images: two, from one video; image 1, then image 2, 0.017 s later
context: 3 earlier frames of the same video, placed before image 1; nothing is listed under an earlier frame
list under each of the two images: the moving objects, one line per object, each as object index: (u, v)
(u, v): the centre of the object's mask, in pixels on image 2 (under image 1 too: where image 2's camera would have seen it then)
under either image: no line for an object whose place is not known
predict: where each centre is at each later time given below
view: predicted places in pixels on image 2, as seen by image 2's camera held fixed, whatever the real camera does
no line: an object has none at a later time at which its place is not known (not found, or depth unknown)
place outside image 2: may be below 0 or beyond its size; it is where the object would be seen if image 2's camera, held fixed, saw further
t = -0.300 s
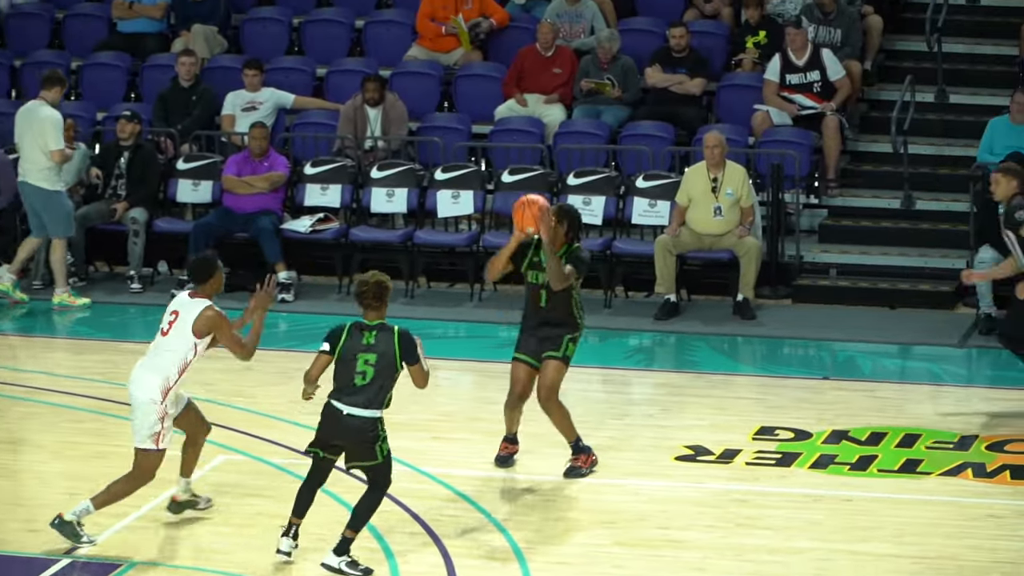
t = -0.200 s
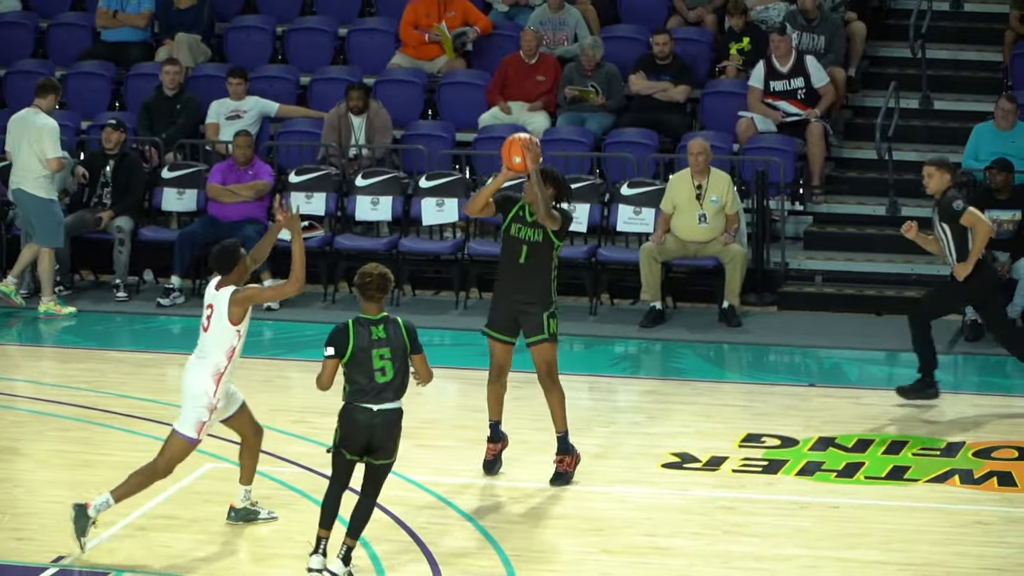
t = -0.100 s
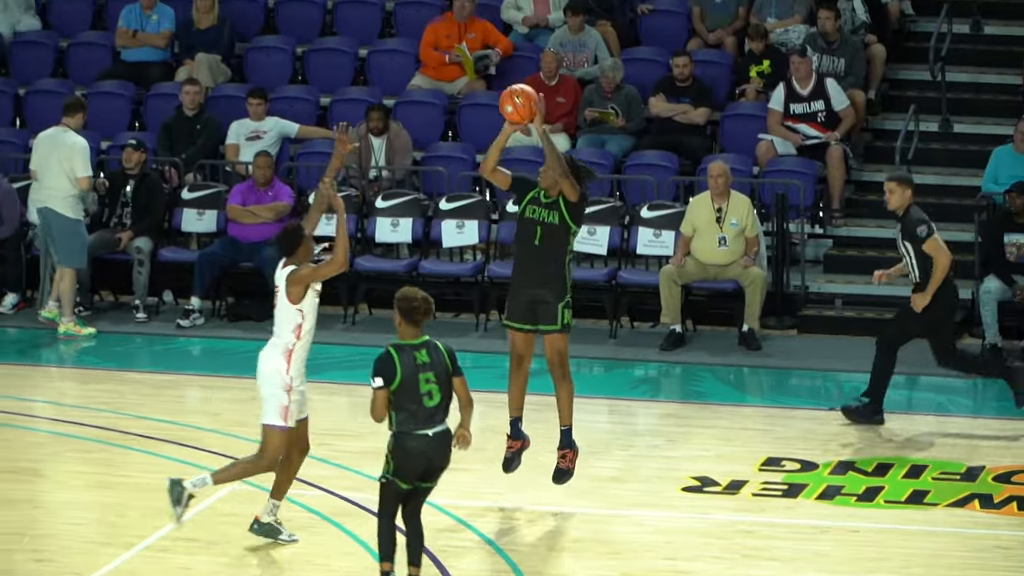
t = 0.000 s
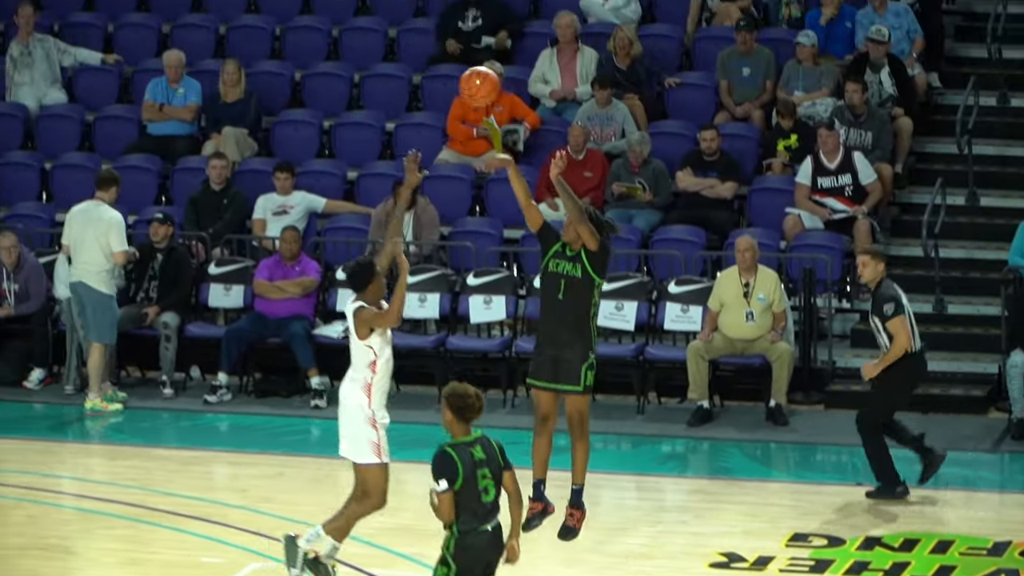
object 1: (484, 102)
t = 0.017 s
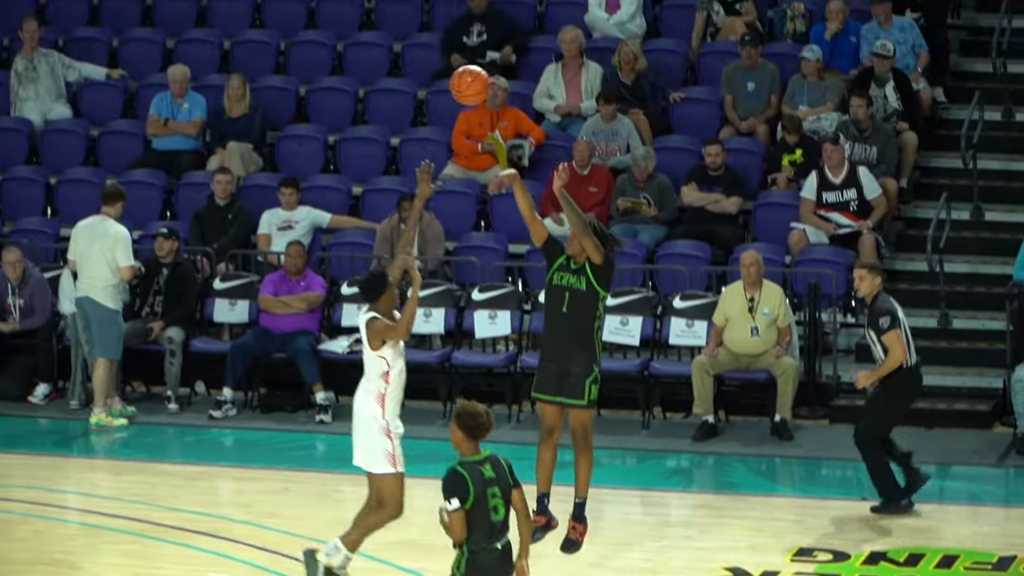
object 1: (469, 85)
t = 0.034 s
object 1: (454, 68)
